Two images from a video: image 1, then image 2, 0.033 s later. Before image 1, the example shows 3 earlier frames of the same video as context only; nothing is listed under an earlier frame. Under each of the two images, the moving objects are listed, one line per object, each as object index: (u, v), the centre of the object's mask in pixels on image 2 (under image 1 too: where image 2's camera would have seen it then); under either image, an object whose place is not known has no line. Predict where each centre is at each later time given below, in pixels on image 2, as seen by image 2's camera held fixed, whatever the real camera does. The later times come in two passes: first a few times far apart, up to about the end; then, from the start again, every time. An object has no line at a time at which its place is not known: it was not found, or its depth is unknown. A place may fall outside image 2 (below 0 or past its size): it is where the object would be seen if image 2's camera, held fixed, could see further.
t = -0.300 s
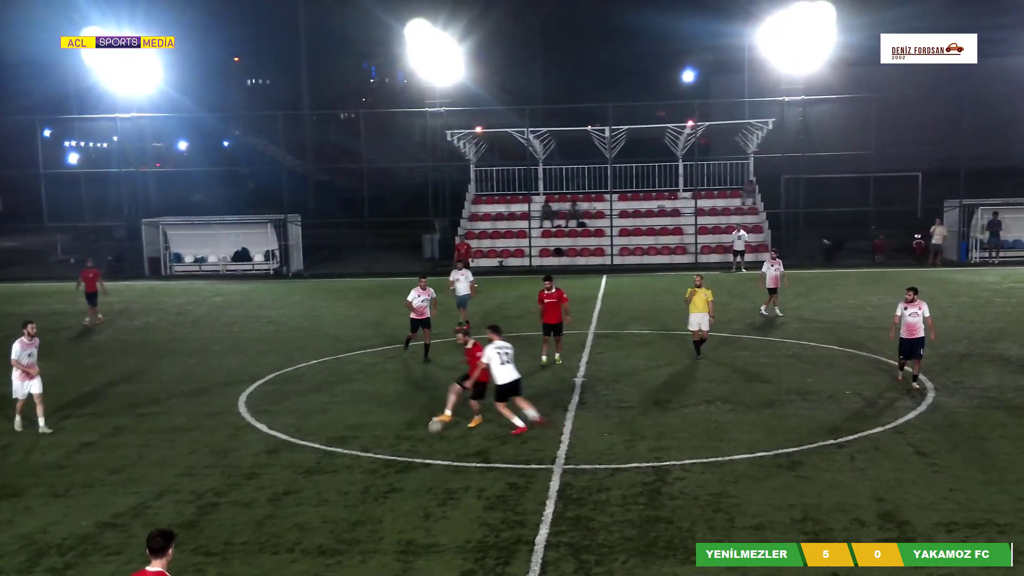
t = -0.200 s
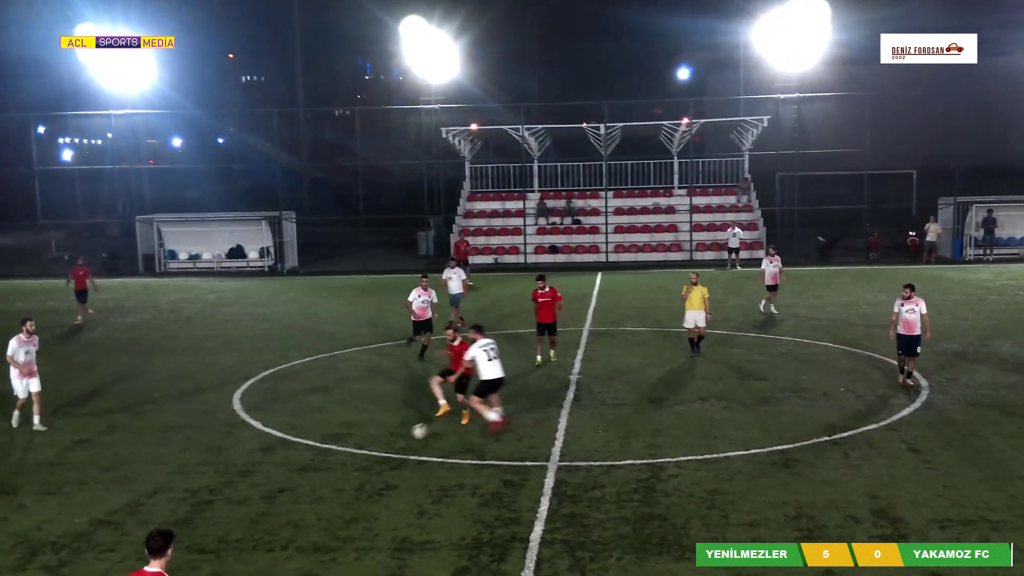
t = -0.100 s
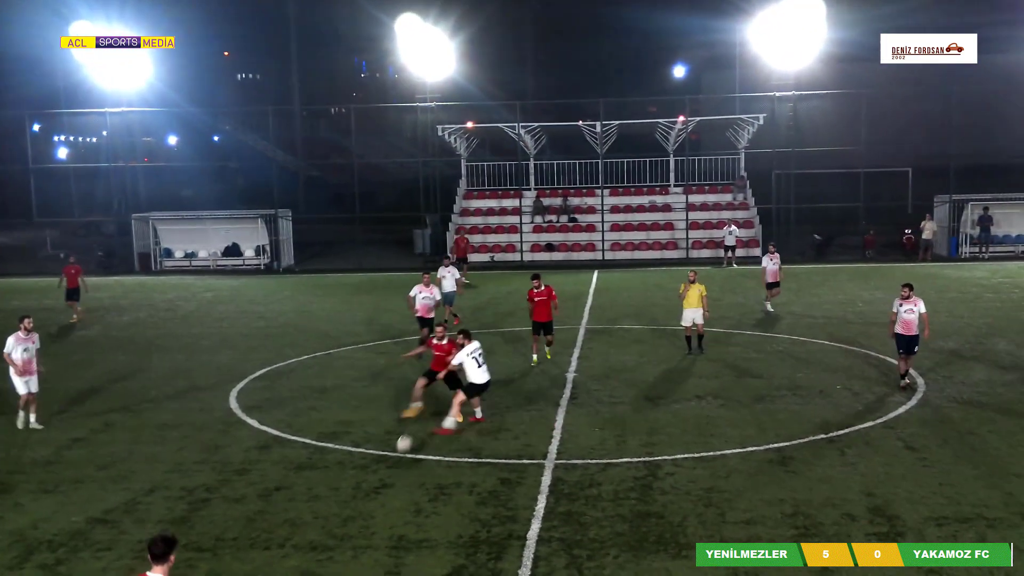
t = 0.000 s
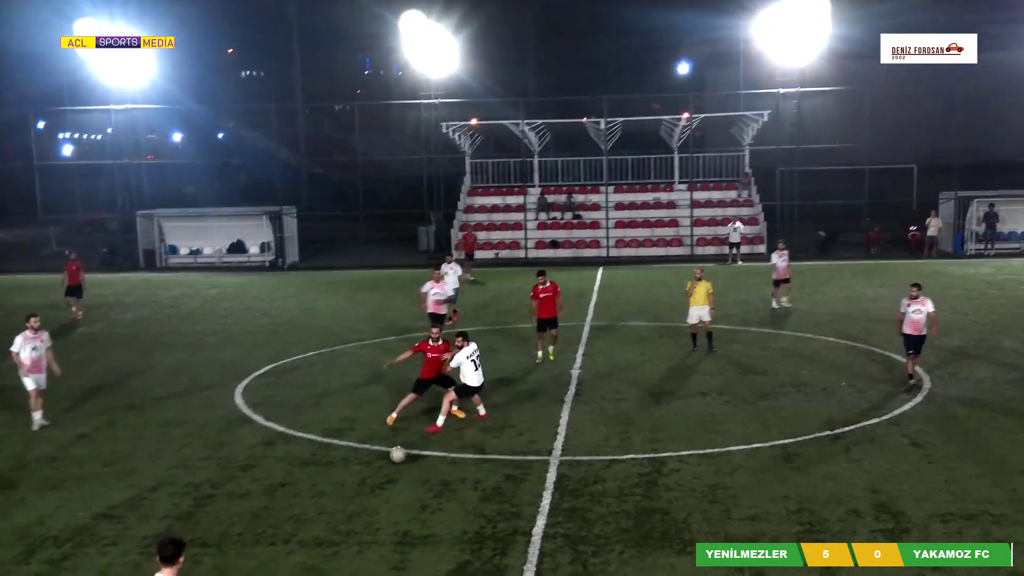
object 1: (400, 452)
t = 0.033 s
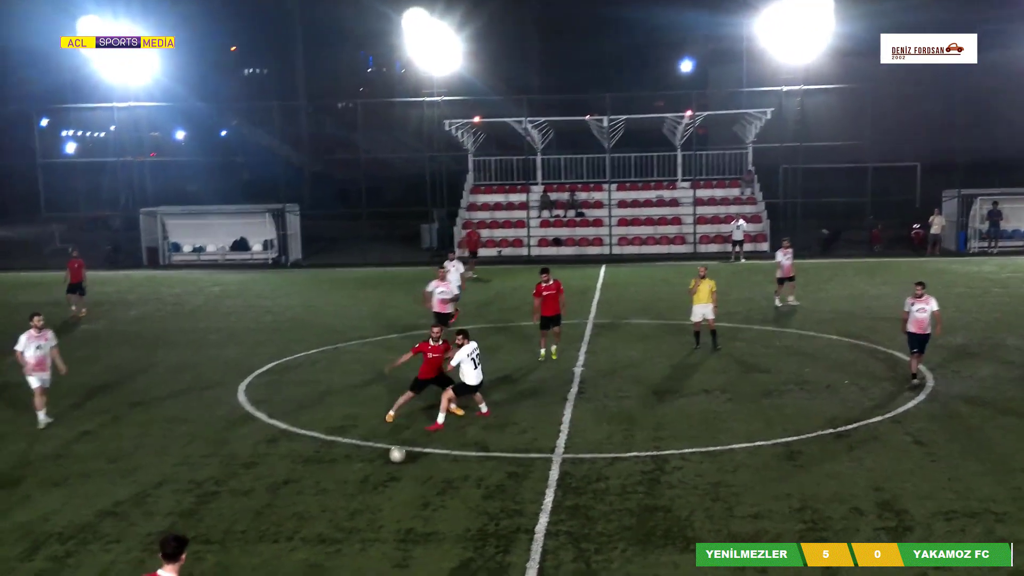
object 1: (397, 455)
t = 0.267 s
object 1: (370, 486)
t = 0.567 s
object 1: (329, 534)
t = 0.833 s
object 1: (288, 590)
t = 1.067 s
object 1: (246, 646)
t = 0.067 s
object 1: (394, 457)
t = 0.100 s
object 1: (390, 461)
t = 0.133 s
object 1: (386, 466)
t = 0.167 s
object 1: (382, 472)
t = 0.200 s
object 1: (379, 479)
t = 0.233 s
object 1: (374, 484)
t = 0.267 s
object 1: (370, 486)
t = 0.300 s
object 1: (366, 489)
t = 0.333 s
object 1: (361, 493)
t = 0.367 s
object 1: (357, 499)
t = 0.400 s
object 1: (352, 505)
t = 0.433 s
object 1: (348, 512)
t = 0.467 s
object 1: (344, 521)
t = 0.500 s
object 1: (339, 526)
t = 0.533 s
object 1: (334, 529)
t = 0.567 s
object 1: (329, 534)
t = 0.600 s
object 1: (324, 540)
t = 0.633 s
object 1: (320, 547)
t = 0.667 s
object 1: (314, 554)
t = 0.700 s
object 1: (309, 564)
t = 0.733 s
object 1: (303, 569)
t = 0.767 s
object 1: (298, 575)
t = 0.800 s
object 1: (293, 582)
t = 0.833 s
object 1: (288, 590)
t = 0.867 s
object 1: (281, 598)
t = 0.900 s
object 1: (276, 604)
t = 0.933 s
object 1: (270, 612)
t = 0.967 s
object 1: (264, 621)
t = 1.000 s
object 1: (259, 629)
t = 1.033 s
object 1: (253, 637)
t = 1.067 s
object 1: (246, 646)
